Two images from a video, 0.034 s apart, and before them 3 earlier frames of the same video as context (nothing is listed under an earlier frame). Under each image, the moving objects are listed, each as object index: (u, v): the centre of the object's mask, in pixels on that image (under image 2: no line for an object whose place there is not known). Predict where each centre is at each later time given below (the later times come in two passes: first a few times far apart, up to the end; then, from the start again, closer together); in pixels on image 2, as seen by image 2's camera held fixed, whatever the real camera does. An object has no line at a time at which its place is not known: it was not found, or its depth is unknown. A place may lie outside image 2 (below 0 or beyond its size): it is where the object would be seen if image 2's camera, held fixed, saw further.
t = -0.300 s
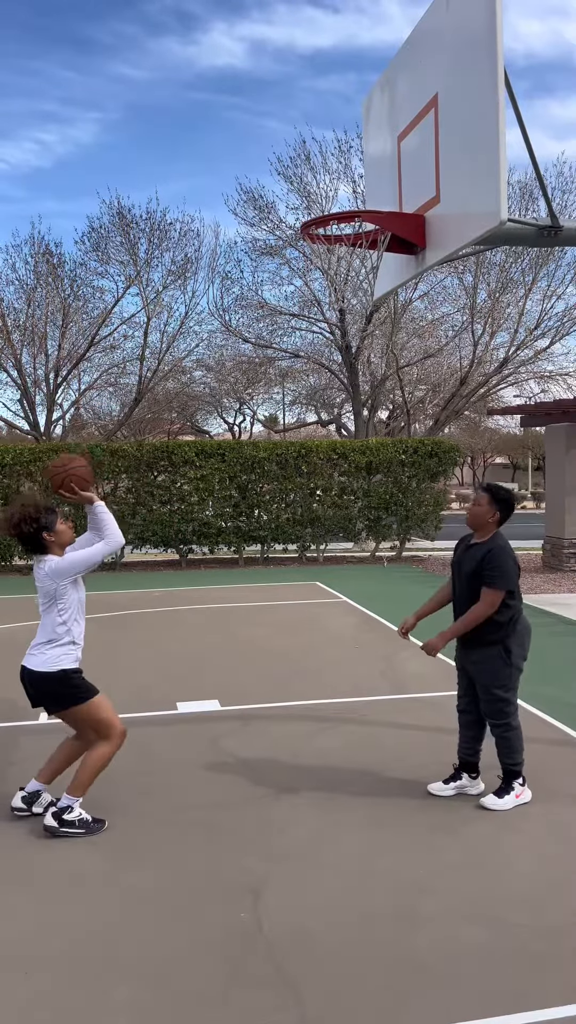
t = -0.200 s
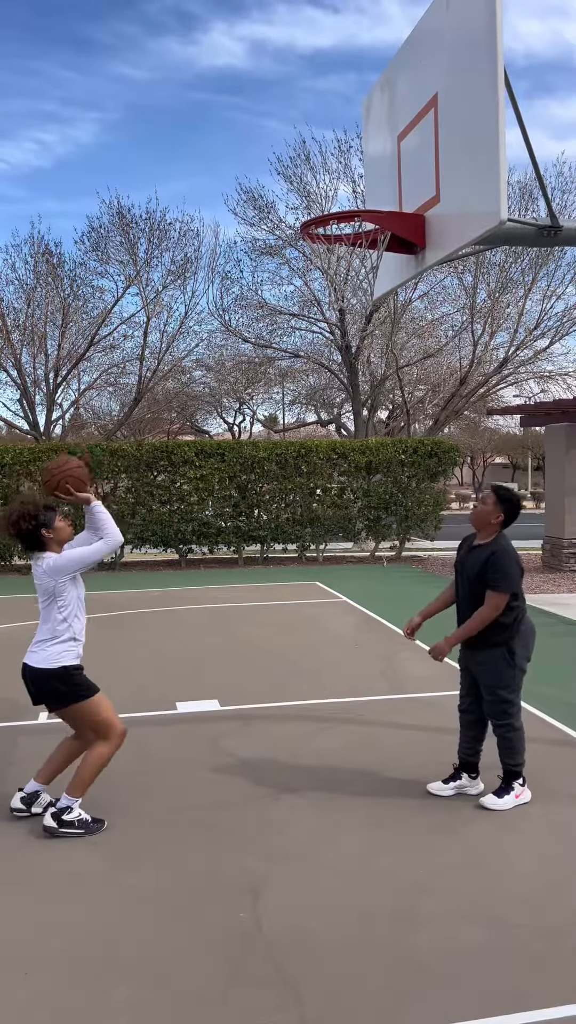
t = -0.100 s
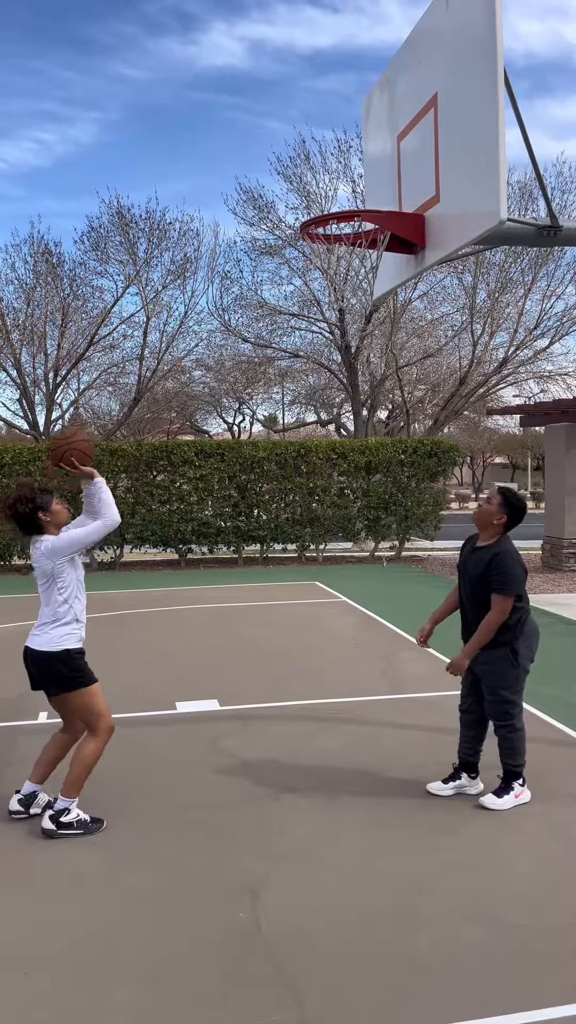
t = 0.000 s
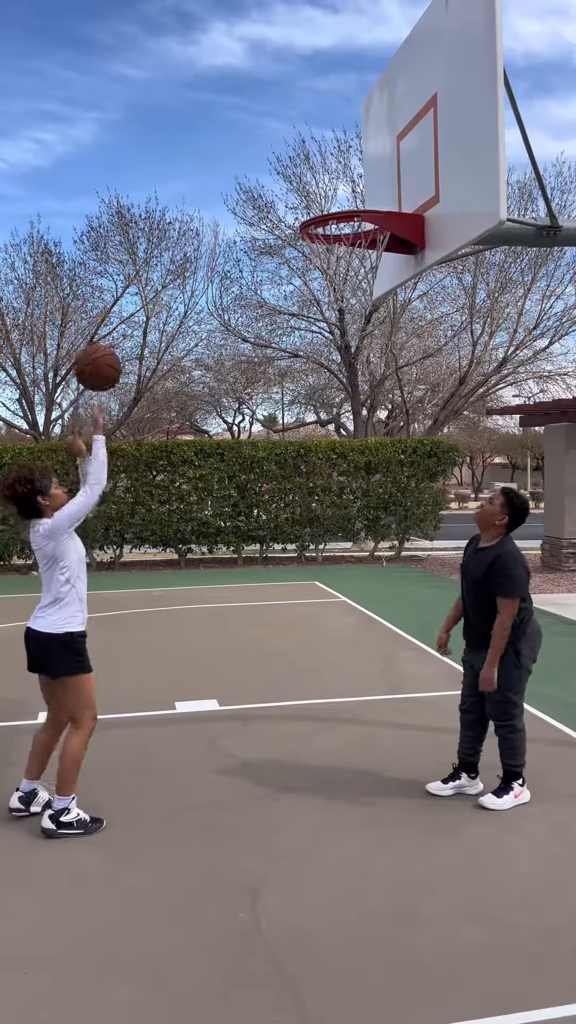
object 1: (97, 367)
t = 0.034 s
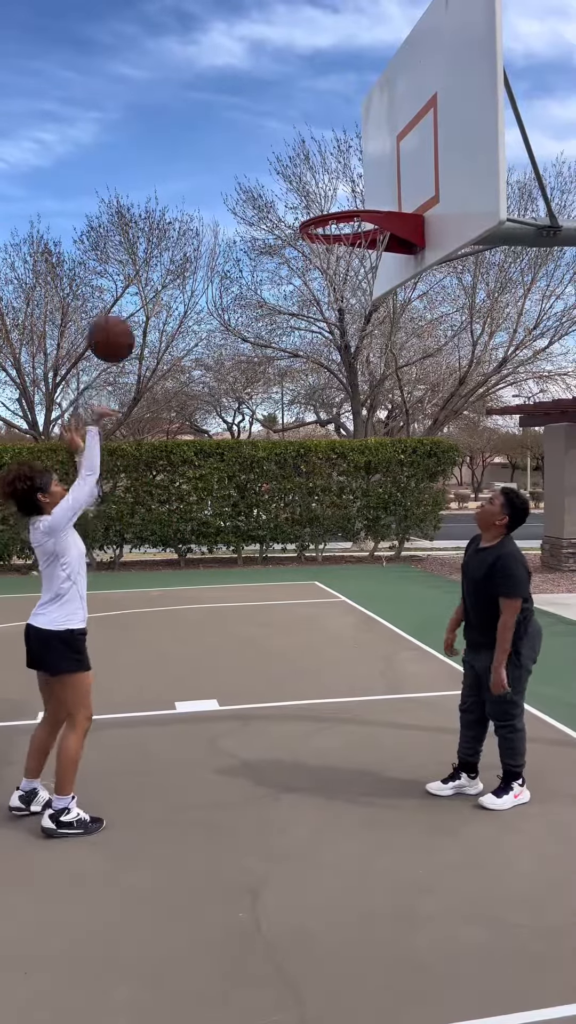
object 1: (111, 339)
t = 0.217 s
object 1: (185, 222)
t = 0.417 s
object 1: (266, 172)
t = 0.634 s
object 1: (350, 200)
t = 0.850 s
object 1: (335, 300)
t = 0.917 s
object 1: (325, 337)
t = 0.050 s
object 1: (118, 326)
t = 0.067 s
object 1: (124, 313)
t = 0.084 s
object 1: (131, 301)
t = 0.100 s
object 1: (138, 289)
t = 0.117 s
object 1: (144, 278)
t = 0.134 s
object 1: (151, 267)
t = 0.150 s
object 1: (158, 258)
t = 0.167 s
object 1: (165, 247)
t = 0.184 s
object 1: (172, 238)
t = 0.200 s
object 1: (179, 229)
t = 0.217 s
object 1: (185, 222)
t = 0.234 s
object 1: (192, 214)
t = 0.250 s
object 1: (199, 208)
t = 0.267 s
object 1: (206, 202)
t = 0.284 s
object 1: (212, 196)
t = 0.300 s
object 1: (219, 191)
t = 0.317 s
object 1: (226, 187)
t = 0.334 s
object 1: (232, 183)
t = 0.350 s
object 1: (239, 180)
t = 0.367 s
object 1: (246, 177)
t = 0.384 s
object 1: (252, 175)
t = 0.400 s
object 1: (259, 173)
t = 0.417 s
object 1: (266, 172)
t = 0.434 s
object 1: (272, 172)
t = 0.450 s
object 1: (279, 172)
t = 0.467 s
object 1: (286, 172)
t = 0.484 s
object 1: (292, 174)
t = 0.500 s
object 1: (299, 175)
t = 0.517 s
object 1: (305, 177)
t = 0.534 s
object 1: (312, 180)
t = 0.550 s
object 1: (318, 183)
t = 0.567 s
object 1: (325, 187)
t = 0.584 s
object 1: (331, 191)
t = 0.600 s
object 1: (338, 194)
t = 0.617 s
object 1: (344, 197)
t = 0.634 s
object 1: (350, 200)
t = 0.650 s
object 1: (356, 213)
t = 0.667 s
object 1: (361, 222)
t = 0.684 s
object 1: (363, 229)
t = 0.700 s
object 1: (361, 237)
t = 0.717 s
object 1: (360, 241)
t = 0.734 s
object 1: (358, 244)
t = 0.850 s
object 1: (335, 300)
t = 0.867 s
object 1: (333, 308)
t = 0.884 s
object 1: (330, 317)
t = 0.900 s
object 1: (328, 327)
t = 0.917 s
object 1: (325, 337)
